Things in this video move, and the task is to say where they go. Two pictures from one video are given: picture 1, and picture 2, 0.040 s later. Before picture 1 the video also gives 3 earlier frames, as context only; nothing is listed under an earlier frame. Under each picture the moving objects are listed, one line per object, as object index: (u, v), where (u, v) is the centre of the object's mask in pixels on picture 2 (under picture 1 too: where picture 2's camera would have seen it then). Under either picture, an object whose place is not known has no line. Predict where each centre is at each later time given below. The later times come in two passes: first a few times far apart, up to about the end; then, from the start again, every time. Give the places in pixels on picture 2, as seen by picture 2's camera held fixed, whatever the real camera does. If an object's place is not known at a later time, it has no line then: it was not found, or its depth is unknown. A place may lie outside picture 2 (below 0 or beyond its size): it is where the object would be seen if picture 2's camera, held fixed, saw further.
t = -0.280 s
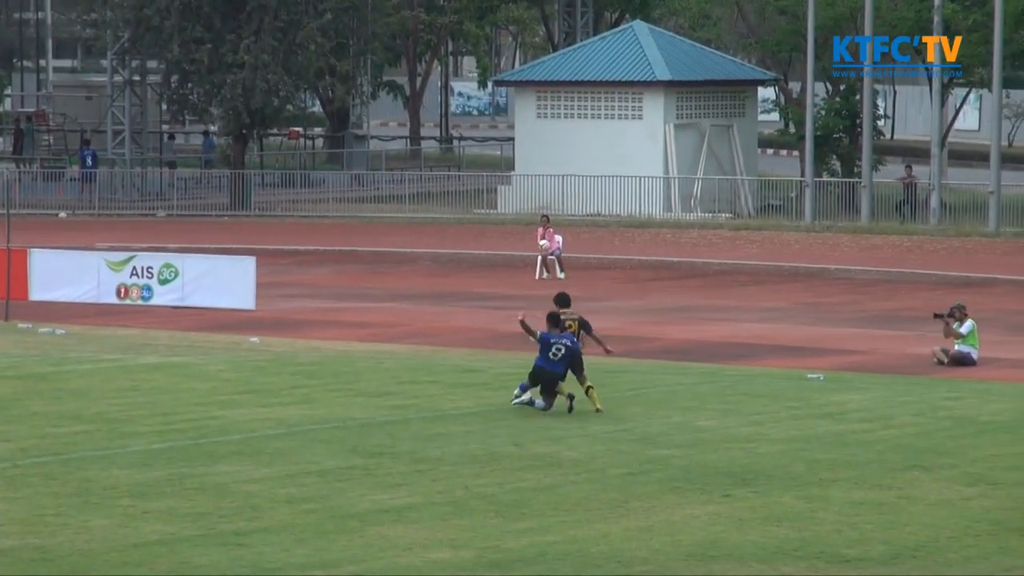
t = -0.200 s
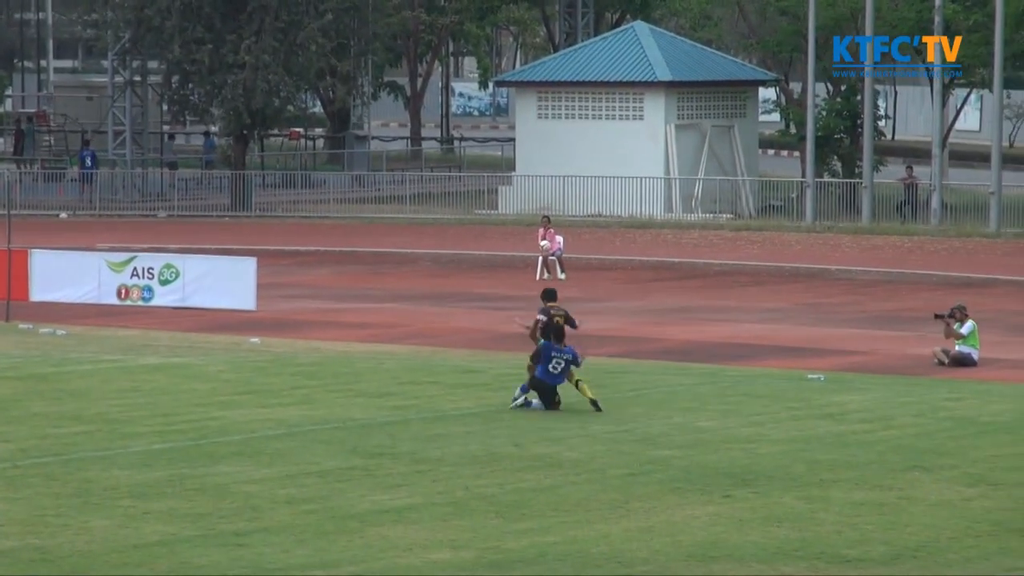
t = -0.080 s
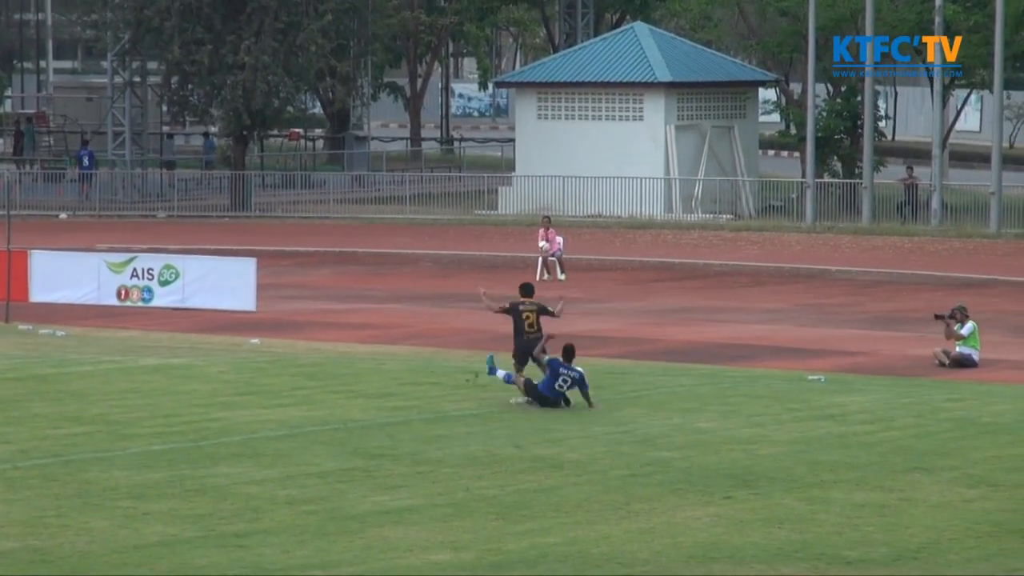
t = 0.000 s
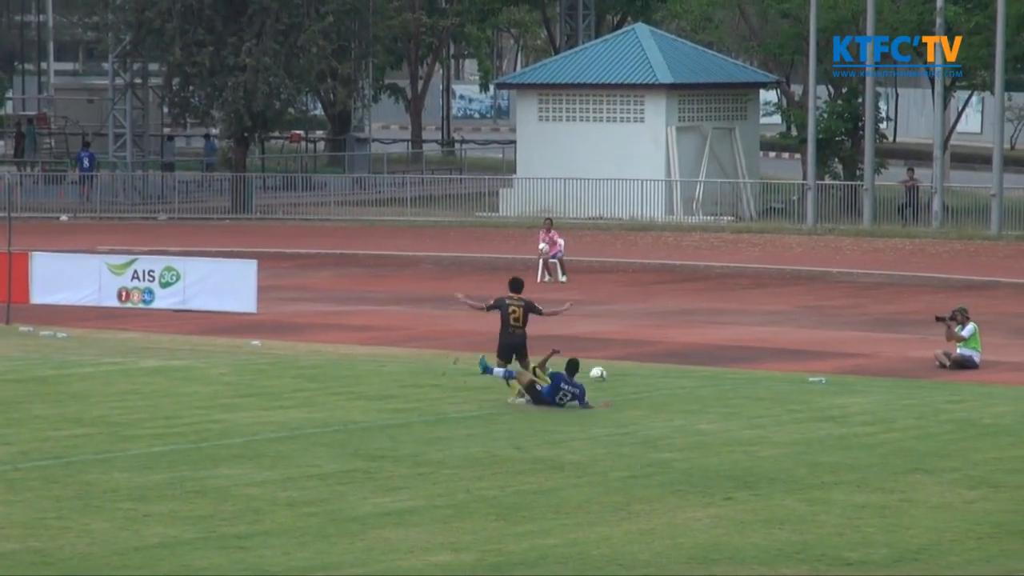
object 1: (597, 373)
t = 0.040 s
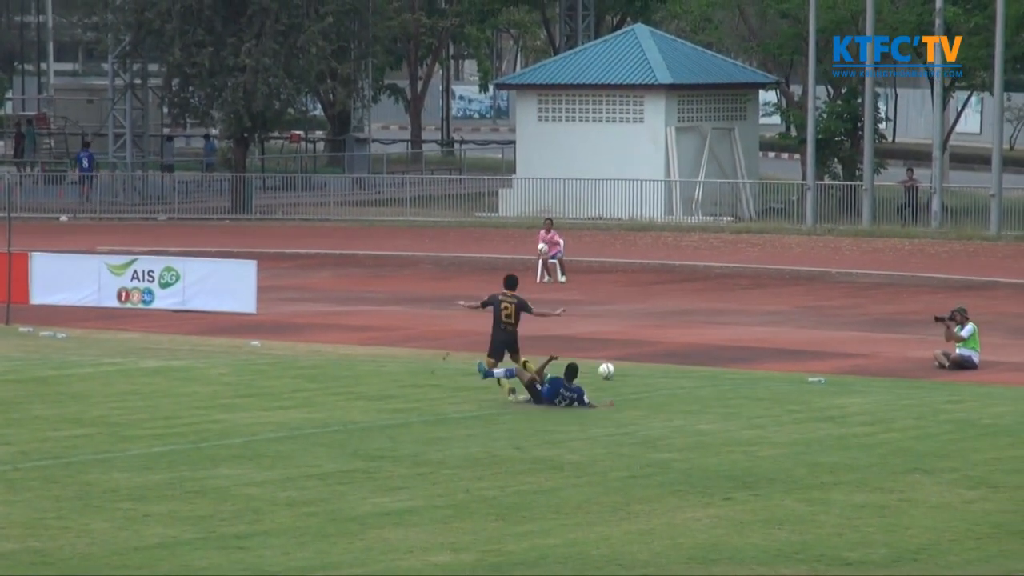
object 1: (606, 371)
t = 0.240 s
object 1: (652, 363)
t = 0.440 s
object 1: (685, 358)
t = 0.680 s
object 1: (719, 341)
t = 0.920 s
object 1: (748, 328)
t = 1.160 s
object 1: (775, 331)
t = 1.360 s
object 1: (796, 321)
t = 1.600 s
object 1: (822, 319)
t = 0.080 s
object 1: (616, 366)
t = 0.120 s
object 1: (624, 364)
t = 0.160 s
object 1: (633, 362)
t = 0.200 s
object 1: (642, 362)
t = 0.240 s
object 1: (652, 363)
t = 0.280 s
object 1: (659, 361)
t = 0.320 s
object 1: (666, 359)
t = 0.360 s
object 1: (673, 357)
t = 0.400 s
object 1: (680, 357)
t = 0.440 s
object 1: (685, 358)
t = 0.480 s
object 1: (692, 356)
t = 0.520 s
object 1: (697, 349)
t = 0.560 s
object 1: (703, 345)
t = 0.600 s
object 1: (708, 342)
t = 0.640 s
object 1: (714, 341)
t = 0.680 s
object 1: (719, 341)
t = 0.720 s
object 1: (724, 341)
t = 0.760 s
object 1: (729, 344)
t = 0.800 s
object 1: (734, 343)
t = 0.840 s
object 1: (739, 337)
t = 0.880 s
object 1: (744, 333)
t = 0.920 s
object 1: (748, 328)
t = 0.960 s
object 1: (753, 328)
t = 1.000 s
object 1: (757, 327)
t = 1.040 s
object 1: (762, 327)
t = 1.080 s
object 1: (766, 328)
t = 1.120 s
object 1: (771, 331)
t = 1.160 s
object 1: (775, 331)
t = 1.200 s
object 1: (780, 327)
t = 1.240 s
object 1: (784, 325)
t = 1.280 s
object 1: (788, 322)
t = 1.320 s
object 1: (793, 321)
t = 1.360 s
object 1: (796, 321)
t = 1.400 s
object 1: (801, 324)
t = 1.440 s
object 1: (805, 321)
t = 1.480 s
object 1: (810, 319)
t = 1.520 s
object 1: (814, 318)
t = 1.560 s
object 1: (819, 318)
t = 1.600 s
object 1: (822, 319)
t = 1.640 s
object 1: (827, 318)
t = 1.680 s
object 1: (831, 314)
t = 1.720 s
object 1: (835, 312)
